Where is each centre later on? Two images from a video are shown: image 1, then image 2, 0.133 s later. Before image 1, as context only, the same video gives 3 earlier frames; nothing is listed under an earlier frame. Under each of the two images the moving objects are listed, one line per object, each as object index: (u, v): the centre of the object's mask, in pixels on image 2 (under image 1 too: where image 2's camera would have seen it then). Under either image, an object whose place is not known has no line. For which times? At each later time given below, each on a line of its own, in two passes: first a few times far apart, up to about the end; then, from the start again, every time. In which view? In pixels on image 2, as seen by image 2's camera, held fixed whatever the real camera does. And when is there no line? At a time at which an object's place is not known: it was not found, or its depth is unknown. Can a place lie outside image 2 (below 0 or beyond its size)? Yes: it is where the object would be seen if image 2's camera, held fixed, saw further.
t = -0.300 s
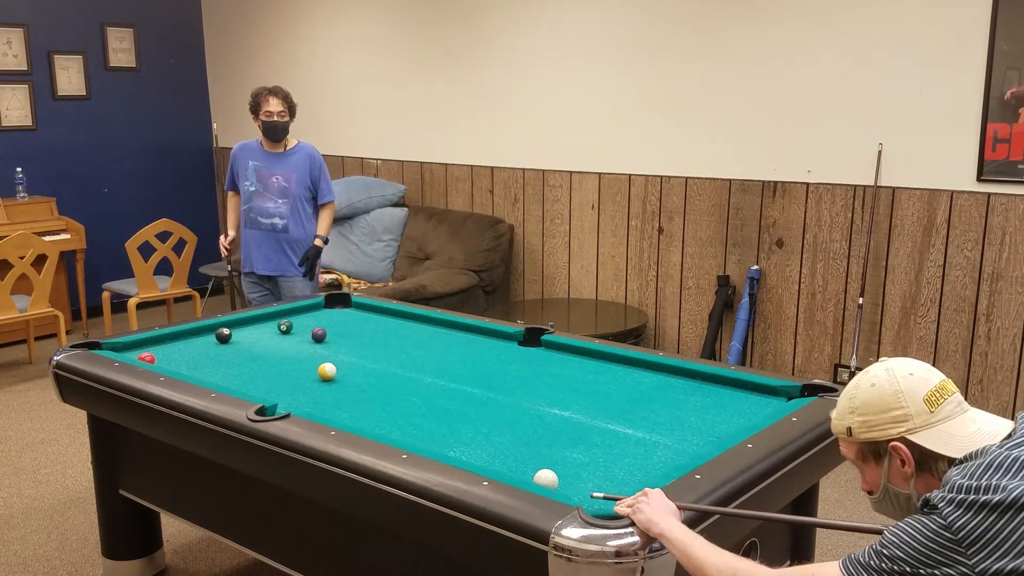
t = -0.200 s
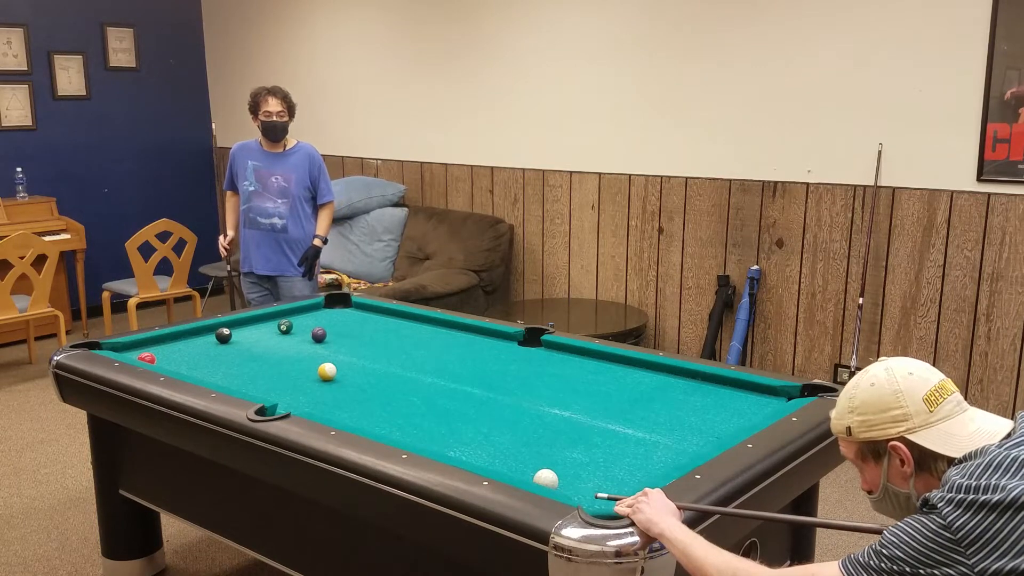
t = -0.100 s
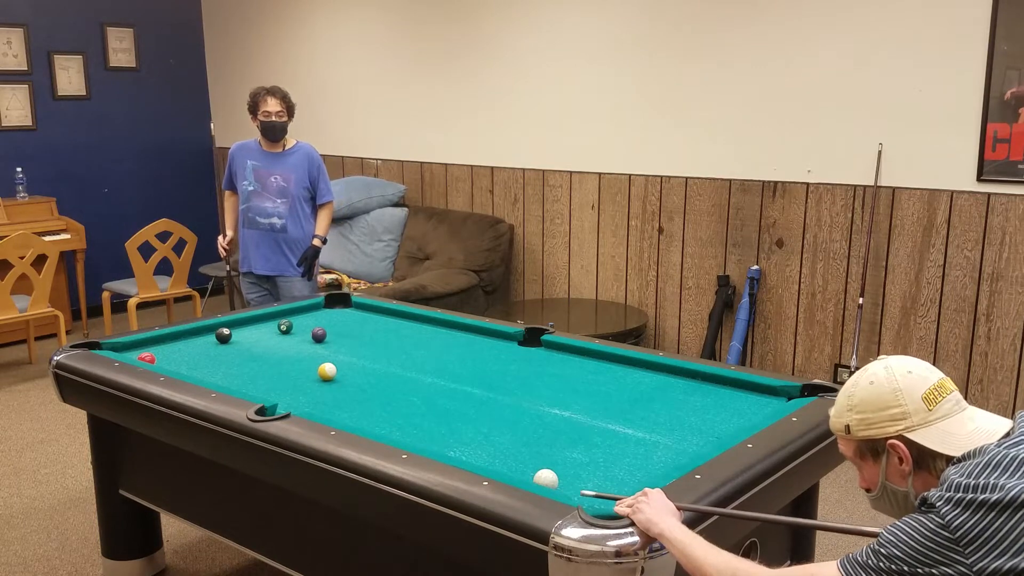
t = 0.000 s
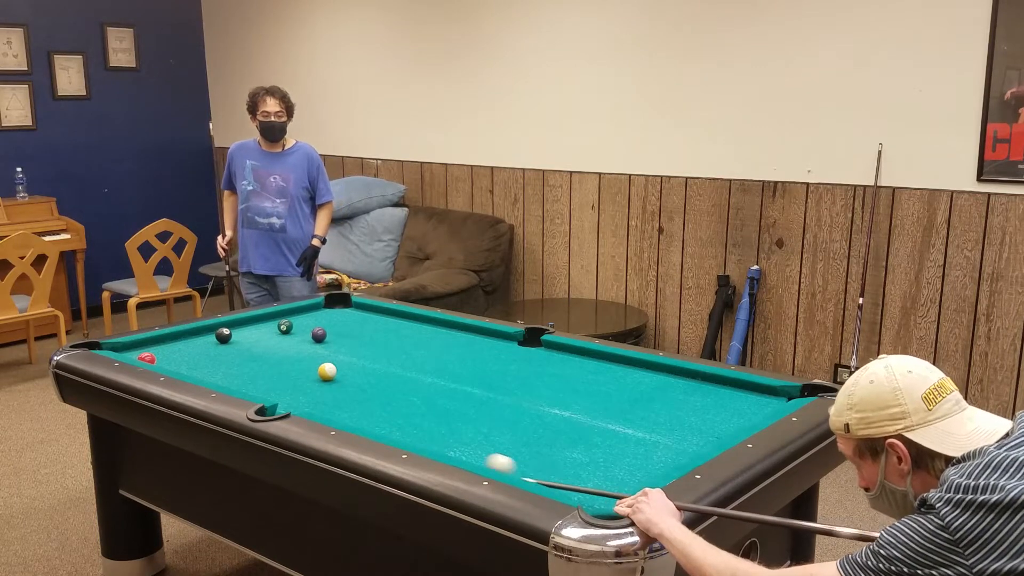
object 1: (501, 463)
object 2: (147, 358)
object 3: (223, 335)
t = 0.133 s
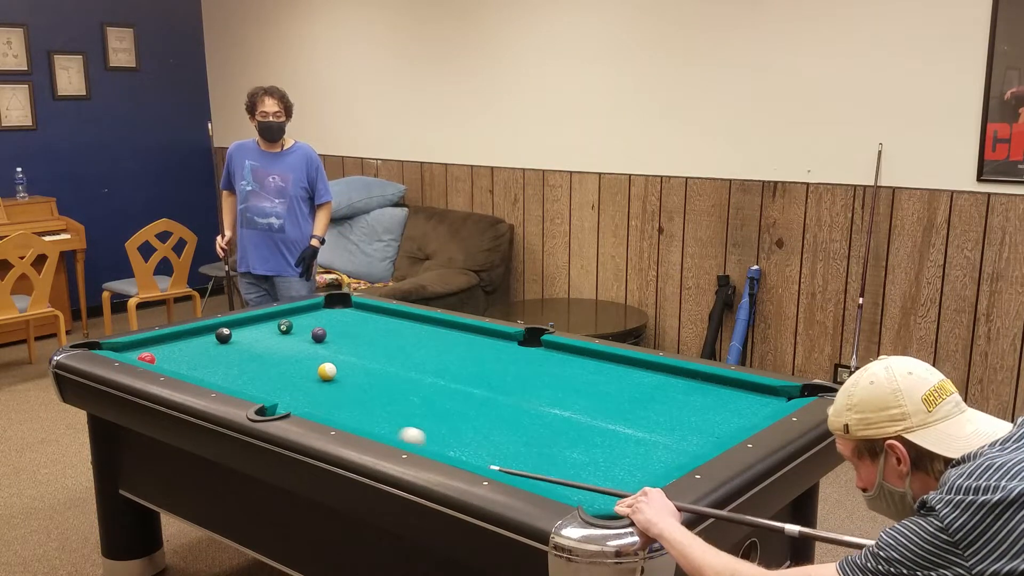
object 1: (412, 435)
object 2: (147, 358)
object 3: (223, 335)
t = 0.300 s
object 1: (334, 412)
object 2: (147, 358)
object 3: (223, 335)
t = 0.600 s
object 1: (240, 383)
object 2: (147, 358)
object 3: (223, 335)
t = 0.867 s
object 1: (171, 362)
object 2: (147, 358)
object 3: (223, 335)
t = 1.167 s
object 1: (167, 348)
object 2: (143, 348)
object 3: (223, 335)
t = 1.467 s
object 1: (175, 337)
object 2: (161, 342)
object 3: (223, 335)
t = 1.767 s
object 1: (207, 336)
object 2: (192, 341)
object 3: (225, 335)
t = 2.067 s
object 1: (219, 334)
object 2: (212, 343)
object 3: (243, 333)
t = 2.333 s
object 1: (224, 333)
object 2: (227, 345)
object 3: (256, 332)
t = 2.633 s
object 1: (230, 336)
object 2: (243, 347)
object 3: (269, 331)
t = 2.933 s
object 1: (234, 336)
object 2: (255, 349)
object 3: (277, 330)
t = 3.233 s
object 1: (235, 336)
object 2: (265, 351)
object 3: (280, 330)
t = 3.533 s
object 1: (234, 336)
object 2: (273, 353)
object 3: (281, 330)
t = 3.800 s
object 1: (234, 336)
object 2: (279, 354)
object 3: (281, 330)
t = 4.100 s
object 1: (234, 336)
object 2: (284, 355)
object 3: (281, 330)
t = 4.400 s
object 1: (234, 336)
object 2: (288, 355)
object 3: (281, 329)
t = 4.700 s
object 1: (234, 336)
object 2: (289, 355)
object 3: (281, 329)
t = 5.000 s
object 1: (234, 336)
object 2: (289, 355)
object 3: (281, 329)
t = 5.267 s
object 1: (234, 336)
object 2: (289, 355)
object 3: (280, 330)
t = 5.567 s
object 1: (234, 336)
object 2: (289, 355)
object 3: (281, 329)
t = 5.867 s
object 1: (234, 336)
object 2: (289, 355)
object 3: (281, 329)
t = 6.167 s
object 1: (234, 336)
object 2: (289, 355)
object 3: (281, 329)
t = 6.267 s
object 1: (234, 336)
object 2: (289, 355)
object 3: (281, 329)
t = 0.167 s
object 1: (394, 430)
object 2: (147, 358)
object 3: (223, 335)
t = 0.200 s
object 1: (377, 425)
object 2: (147, 358)
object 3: (223, 335)
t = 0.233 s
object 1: (362, 420)
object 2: (147, 358)
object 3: (223, 335)
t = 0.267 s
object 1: (347, 416)
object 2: (147, 358)
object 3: (223, 335)
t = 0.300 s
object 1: (334, 412)
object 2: (147, 358)
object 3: (223, 335)
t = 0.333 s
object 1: (322, 408)
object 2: (147, 358)
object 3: (223, 335)
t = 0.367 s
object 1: (310, 405)
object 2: (147, 358)
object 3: (223, 335)
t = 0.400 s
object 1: (299, 403)
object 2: (147, 358)
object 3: (223, 335)
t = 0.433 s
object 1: (289, 400)
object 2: (147, 357)
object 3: (223, 335)
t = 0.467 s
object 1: (279, 396)
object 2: (147, 358)
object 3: (223, 335)
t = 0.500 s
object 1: (269, 392)
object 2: (147, 358)
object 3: (223, 335)
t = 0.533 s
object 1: (259, 389)
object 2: (147, 358)
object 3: (223, 335)
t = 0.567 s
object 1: (250, 386)
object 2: (147, 358)
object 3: (223, 335)
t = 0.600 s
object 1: (240, 383)
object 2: (147, 358)
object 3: (223, 335)
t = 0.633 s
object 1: (231, 380)
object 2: (147, 358)
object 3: (223, 335)
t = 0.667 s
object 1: (222, 378)
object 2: (147, 358)
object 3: (223, 335)
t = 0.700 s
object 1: (213, 375)
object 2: (147, 358)
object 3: (223, 335)
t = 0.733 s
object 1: (204, 372)
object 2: (147, 358)
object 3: (223, 335)
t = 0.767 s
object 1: (196, 370)
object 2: (147, 358)
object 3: (223, 335)
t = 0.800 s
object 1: (187, 367)
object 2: (147, 358)
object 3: (223, 335)
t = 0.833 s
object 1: (179, 365)
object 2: (147, 358)
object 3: (223, 335)
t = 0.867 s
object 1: (171, 362)
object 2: (147, 358)
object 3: (223, 335)
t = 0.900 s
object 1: (164, 360)
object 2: (146, 357)
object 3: (223, 335)
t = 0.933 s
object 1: (165, 359)
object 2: (145, 356)
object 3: (223, 335)
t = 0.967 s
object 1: (166, 358)
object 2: (144, 355)
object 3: (223, 335)
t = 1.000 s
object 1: (167, 357)
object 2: (143, 354)
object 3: (223, 335)
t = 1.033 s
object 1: (167, 355)
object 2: (143, 353)
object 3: (223, 335)
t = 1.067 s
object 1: (167, 353)
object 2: (143, 352)
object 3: (223, 335)
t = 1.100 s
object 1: (167, 351)
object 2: (143, 351)
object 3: (223, 335)
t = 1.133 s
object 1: (167, 350)
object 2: (143, 350)
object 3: (223, 335)
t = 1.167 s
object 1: (167, 348)
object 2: (143, 348)
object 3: (223, 335)
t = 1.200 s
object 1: (168, 347)
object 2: (143, 347)
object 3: (223, 335)
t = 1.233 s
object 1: (167, 345)
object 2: (143, 345)
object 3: (223, 335)
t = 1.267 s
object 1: (168, 344)
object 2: (143, 345)
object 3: (223, 335)
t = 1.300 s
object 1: (168, 342)
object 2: (143, 343)
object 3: (223, 335)
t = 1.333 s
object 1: (168, 341)
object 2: (144, 343)
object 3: (223, 335)
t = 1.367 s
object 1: (168, 339)
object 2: (148, 342)
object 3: (223, 335)
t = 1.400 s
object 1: (168, 337)
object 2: (153, 342)
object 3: (223, 335)
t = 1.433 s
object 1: (171, 337)
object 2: (157, 341)
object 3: (224, 335)
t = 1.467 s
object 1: (175, 337)
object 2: (161, 342)
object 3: (223, 335)
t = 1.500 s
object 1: (179, 337)
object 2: (165, 341)
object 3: (223, 335)
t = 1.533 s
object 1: (182, 337)
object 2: (168, 341)
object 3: (223, 335)
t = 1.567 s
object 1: (186, 336)
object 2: (172, 341)
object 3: (223, 335)
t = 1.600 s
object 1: (190, 336)
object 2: (175, 341)
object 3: (223, 335)
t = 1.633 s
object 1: (194, 336)
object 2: (179, 341)
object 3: (223, 335)
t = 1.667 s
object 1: (197, 336)
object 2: (182, 341)
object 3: (223, 335)
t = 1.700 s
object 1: (201, 336)
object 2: (186, 340)
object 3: (223, 335)
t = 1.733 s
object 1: (204, 336)
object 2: (189, 340)
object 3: (224, 335)
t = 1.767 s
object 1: (207, 336)
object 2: (192, 341)
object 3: (225, 335)
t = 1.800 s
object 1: (208, 336)
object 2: (195, 341)
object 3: (227, 335)
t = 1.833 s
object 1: (210, 336)
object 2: (197, 341)
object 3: (230, 335)
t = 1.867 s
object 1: (212, 335)
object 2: (199, 341)
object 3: (232, 334)
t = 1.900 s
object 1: (213, 335)
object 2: (201, 341)
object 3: (234, 334)
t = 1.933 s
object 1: (214, 335)
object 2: (204, 342)
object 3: (235, 334)
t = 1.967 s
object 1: (215, 335)
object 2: (206, 342)
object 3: (237, 334)
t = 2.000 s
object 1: (217, 334)
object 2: (208, 342)
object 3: (239, 334)
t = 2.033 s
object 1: (218, 334)
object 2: (210, 342)
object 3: (241, 333)
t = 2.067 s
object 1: (219, 334)
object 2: (212, 343)
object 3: (243, 333)
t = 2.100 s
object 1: (219, 334)
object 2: (214, 343)
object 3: (245, 333)
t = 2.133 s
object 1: (220, 333)
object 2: (216, 343)
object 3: (246, 333)
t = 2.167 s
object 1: (221, 333)
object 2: (218, 344)
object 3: (248, 333)
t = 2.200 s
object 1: (221, 333)
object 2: (220, 344)
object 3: (250, 332)
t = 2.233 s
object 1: (222, 333)
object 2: (222, 344)
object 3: (251, 332)
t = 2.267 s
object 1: (223, 333)
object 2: (224, 345)
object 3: (253, 332)
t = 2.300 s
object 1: (223, 333)
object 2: (226, 345)
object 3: (255, 332)
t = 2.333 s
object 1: (224, 333)
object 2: (227, 345)
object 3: (256, 332)
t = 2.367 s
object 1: (225, 334)
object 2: (229, 345)
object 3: (258, 332)
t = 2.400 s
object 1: (225, 334)
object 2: (231, 345)
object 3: (259, 331)
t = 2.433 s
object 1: (226, 334)
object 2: (233, 346)
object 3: (261, 331)
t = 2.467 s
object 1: (227, 335)
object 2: (235, 346)
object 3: (262, 331)
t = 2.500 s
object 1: (227, 335)
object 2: (236, 346)
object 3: (264, 331)
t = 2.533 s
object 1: (228, 335)
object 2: (238, 346)
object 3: (265, 331)
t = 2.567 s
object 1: (229, 336)
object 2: (240, 347)
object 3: (266, 331)
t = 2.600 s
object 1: (229, 336)
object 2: (241, 347)
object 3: (268, 331)
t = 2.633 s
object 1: (230, 336)
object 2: (243, 347)
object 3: (269, 331)
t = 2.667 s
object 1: (231, 336)
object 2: (244, 347)
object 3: (270, 330)
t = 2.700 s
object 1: (231, 336)
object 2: (246, 348)
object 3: (271, 330)
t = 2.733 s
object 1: (232, 336)
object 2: (247, 347)
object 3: (273, 330)
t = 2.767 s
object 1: (232, 336)
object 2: (248, 348)
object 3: (274, 330)
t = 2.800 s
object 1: (232, 336)
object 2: (250, 348)
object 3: (274, 330)
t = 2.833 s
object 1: (233, 336)
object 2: (251, 348)
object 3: (275, 330)
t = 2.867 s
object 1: (233, 336)
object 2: (253, 348)
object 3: (276, 330)
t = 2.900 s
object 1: (233, 336)
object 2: (254, 349)
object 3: (277, 330)
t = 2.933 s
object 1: (234, 336)
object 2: (255, 349)
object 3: (277, 330)
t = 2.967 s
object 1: (234, 336)
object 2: (256, 349)
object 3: (278, 330)
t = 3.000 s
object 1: (234, 336)
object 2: (257, 350)
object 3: (278, 330)
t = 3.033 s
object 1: (235, 336)
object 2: (259, 350)
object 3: (279, 330)
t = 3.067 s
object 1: (235, 336)
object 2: (260, 350)
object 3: (279, 329)
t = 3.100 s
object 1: (235, 336)
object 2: (261, 350)
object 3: (279, 329)
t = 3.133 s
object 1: (235, 336)
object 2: (262, 350)
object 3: (280, 329)
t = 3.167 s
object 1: (235, 336)
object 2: (263, 351)
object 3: (280, 330)
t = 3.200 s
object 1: (235, 336)
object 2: (264, 351)
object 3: (280, 330)
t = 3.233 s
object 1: (235, 336)
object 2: (265, 351)
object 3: (280, 330)
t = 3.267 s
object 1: (235, 336)
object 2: (266, 351)
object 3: (280, 330)
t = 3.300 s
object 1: (235, 336)
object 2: (267, 352)
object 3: (281, 329)
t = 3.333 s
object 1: (234, 336)
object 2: (268, 352)
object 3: (281, 329)
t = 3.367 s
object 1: (234, 336)
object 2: (269, 352)
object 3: (281, 329)
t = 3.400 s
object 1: (234, 336)
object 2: (270, 352)
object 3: (281, 330)
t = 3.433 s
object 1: (234, 336)
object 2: (271, 352)
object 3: (281, 330)
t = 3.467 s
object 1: (234, 336)
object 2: (272, 353)
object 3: (281, 330)
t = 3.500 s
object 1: (234, 336)
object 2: (272, 353)
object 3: (281, 330)
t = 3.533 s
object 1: (234, 336)
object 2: (273, 353)
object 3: (281, 330)
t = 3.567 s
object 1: (234, 336)
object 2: (274, 353)
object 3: (281, 330)
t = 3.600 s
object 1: (234, 336)
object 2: (275, 353)
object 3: (281, 330)
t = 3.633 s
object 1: (234, 336)
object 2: (276, 354)
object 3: (281, 330)
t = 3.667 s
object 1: (234, 336)
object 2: (277, 354)
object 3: (281, 330)
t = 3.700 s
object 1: (234, 336)
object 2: (277, 354)
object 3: (281, 330)
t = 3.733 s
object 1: (234, 336)
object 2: (278, 354)
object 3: (281, 330)
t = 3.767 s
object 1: (234, 336)
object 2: (279, 354)
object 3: (281, 330)
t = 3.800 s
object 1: (234, 336)
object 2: (279, 354)
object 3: (281, 330)
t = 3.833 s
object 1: (234, 336)
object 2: (280, 354)
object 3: (281, 330)
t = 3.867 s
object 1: (234, 336)
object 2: (281, 354)
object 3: (281, 330)
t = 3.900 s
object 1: (234, 336)
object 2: (281, 354)
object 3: (281, 330)
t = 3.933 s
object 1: (234, 336)
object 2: (282, 355)
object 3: (281, 330)
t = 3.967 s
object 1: (234, 336)
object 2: (282, 355)
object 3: (281, 330)
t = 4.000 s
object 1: (234, 336)
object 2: (283, 355)
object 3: (281, 329)
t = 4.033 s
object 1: (234, 336)
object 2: (283, 355)
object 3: (281, 330)
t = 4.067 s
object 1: (234, 336)
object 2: (284, 355)
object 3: (281, 329)
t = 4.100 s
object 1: (234, 336)
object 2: (284, 355)
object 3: (281, 330)
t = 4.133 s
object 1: (234, 336)
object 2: (285, 355)
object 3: (281, 329)
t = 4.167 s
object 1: (234, 336)
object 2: (285, 355)
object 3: (281, 329)
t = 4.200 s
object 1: (234, 336)
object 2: (286, 355)
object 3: (281, 330)
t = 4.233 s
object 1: (234, 336)
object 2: (286, 355)
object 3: (281, 329)
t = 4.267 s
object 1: (234, 336)
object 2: (287, 355)
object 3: (281, 329)
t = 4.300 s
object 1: (234, 336)
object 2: (287, 355)
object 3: (281, 330)
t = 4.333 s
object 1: (234, 336)
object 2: (287, 355)
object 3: (281, 329)
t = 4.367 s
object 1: (234, 336)
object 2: (288, 355)
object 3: (281, 329)
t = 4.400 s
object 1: (234, 336)
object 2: (288, 355)
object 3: (281, 329)
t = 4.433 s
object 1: (234, 336)
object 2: (288, 355)
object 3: (281, 329)
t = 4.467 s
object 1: (234, 336)
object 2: (288, 355)
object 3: (281, 329)
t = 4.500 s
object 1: (234, 336)
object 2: (289, 355)
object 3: (281, 329)
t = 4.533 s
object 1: (234, 336)
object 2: (289, 355)
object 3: (281, 329)
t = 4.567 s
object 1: (234, 336)
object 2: (289, 355)
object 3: (281, 329)
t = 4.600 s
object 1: (234, 336)
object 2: (289, 355)
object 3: (281, 329)
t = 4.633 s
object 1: (234, 336)
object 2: (289, 356)
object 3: (281, 329)
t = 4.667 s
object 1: (234, 336)
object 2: (289, 355)
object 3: (281, 329)
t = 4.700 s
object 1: (234, 336)
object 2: (289, 355)
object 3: (281, 329)
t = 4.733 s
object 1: (234, 336)
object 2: (289, 355)
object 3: (281, 329)
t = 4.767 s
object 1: (234, 336)
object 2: (289, 355)
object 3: (281, 329)
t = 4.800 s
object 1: (234, 336)
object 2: (289, 355)
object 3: (281, 329)
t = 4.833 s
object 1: (234, 336)
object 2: (289, 355)
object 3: (281, 329)
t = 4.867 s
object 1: (234, 336)
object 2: (289, 355)
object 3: (281, 329)
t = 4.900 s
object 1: (234, 336)
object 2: (289, 355)
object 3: (281, 329)
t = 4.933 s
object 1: (234, 336)
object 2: (289, 355)
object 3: (281, 329)
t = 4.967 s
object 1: (234, 336)
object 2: (289, 355)
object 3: (281, 330)
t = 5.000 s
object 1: (234, 336)
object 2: (289, 355)
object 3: (281, 329)
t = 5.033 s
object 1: (234, 336)
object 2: (289, 355)
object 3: (281, 329)
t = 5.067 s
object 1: (234, 336)
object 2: (289, 355)
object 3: (281, 329)
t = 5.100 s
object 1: (234, 336)
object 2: (289, 355)
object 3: (281, 330)
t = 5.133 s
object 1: (234, 336)
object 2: (289, 355)
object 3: (281, 330)
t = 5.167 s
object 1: (234, 336)
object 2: (289, 355)
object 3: (280, 330)
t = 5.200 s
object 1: (234, 336)
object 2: (289, 355)
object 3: (281, 330)
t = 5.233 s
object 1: (234, 336)
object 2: (289, 355)
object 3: (281, 330)
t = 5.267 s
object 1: (234, 336)
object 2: (289, 355)
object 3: (280, 330)
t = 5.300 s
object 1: (234, 336)
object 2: (289, 355)
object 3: (281, 330)
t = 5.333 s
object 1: (234, 336)
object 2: (289, 355)
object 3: (281, 330)
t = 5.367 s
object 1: (234, 336)
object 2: (289, 355)
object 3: (281, 329)
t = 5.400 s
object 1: (234, 336)
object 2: (289, 355)
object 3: (281, 330)
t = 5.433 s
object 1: (234, 336)
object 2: (289, 355)
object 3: (281, 329)
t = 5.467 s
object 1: (234, 336)
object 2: (289, 355)
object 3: (281, 330)
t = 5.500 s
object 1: (234, 336)
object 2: (289, 355)
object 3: (281, 329)
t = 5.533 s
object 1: (234, 336)
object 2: (289, 355)
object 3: (281, 329)
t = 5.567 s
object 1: (234, 336)
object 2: (289, 355)
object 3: (281, 329)
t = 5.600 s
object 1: (234, 336)
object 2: (289, 355)
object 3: (281, 329)
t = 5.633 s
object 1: (234, 336)
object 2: (289, 355)
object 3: (281, 329)
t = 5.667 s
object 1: (234, 336)
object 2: (289, 355)
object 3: (281, 329)
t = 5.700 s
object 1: (234, 336)
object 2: (289, 355)
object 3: (281, 329)
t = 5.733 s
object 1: (234, 336)
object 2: (289, 355)
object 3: (281, 329)
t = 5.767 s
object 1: (234, 336)
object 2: (289, 355)
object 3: (281, 329)
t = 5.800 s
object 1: (234, 336)
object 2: (289, 355)
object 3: (281, 329)
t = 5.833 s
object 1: (234, 336)
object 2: (289, 355)
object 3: (281, 329)
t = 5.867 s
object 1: (234, 336)
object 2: (289, 355)
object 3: (281, 329)
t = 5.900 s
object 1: (234, 336)
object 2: (289, 355)
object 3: (281, 329)
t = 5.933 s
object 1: (234, 336)
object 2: (289, 355)
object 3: (281, 330)
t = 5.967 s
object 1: (234, 336)
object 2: (289, 355)
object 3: (281, 330)
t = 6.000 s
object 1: (234, 336)
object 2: (289, 355)
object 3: (281, 329)
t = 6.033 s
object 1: (234, 336)
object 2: (289, 355)
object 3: (281, 330)
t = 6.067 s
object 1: (234, 336)
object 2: (289, 355)
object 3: (281, 330)
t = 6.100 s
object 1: (234, 336)
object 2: (289, 355)
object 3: (281, 329)
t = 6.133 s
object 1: (234, 336)
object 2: (289, 355)
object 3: (281, 329)
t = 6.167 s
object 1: (234, 336)
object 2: (289, 355)
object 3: (281, 329)
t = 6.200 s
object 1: (234, 336)
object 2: (289, 355)
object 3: (281, 329)
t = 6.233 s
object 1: (234, 336)
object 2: (289, 355)
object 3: (281, 329)
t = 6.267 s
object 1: (234, 336)
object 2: (289, 355)
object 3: (281, 329)
